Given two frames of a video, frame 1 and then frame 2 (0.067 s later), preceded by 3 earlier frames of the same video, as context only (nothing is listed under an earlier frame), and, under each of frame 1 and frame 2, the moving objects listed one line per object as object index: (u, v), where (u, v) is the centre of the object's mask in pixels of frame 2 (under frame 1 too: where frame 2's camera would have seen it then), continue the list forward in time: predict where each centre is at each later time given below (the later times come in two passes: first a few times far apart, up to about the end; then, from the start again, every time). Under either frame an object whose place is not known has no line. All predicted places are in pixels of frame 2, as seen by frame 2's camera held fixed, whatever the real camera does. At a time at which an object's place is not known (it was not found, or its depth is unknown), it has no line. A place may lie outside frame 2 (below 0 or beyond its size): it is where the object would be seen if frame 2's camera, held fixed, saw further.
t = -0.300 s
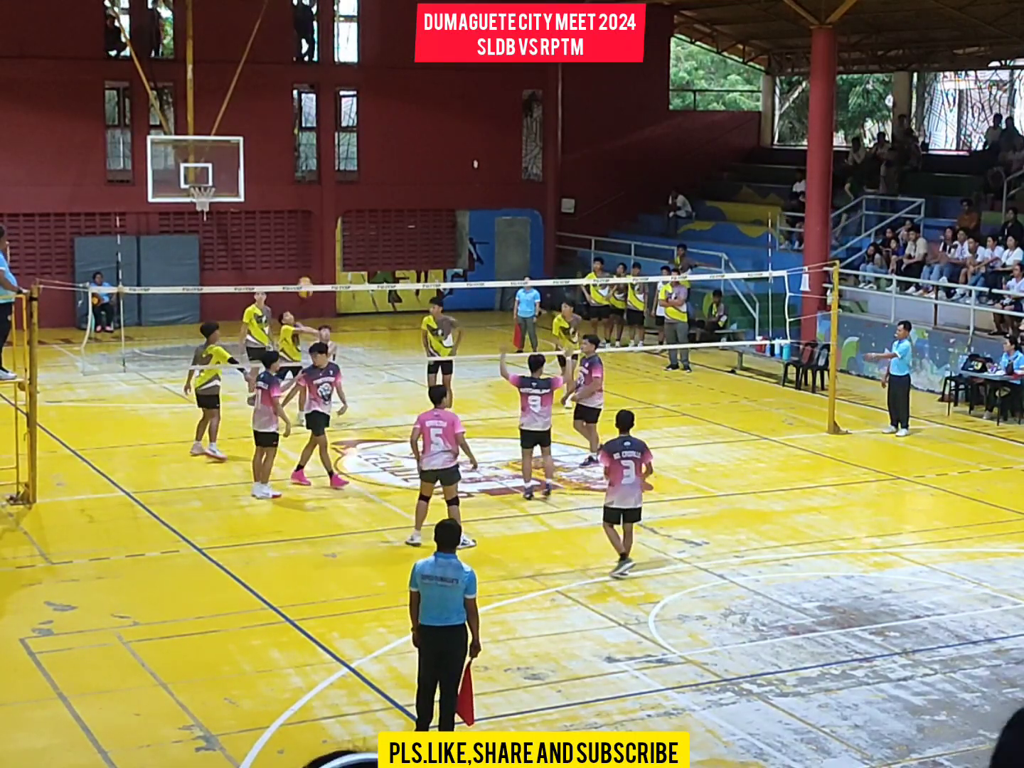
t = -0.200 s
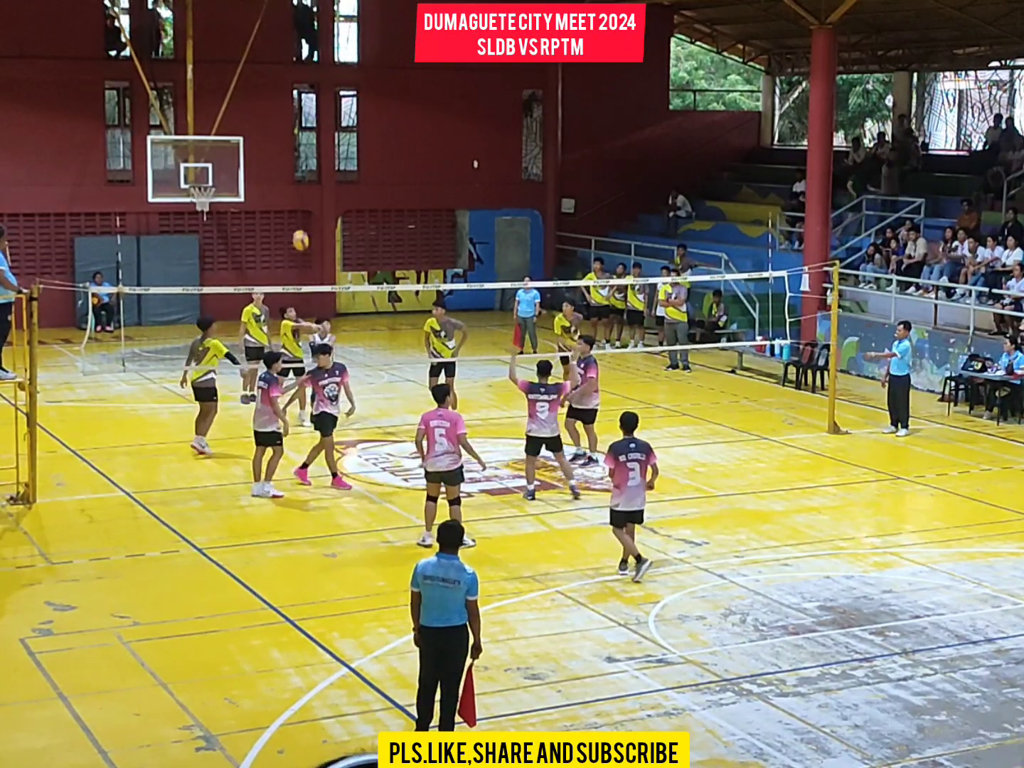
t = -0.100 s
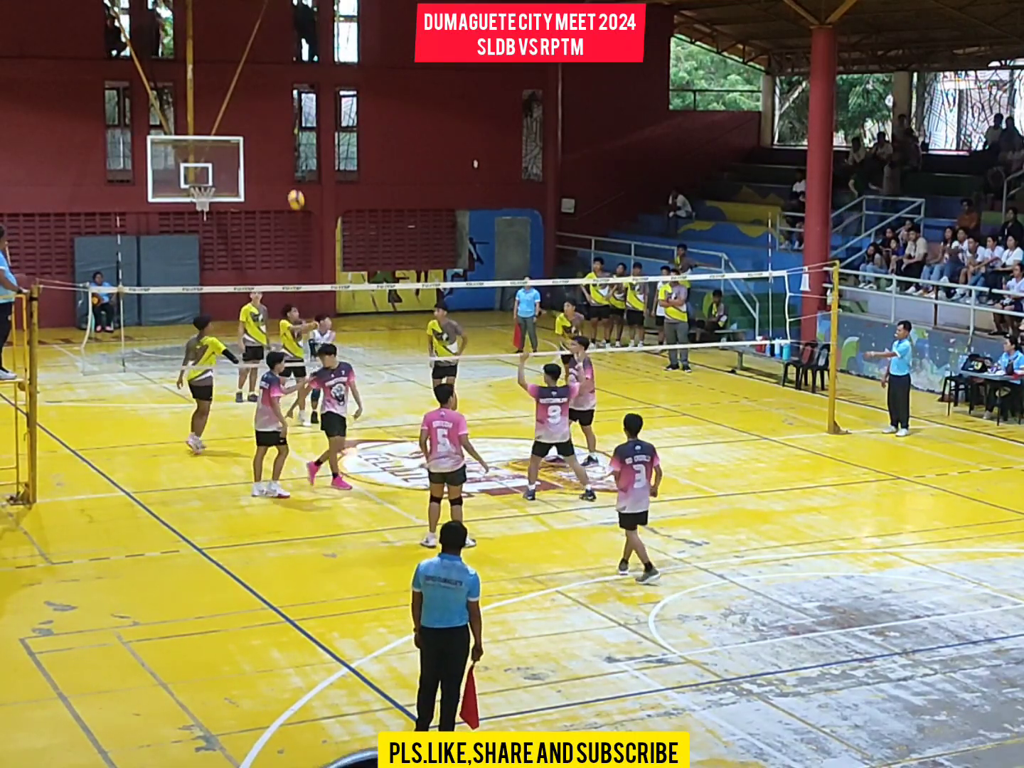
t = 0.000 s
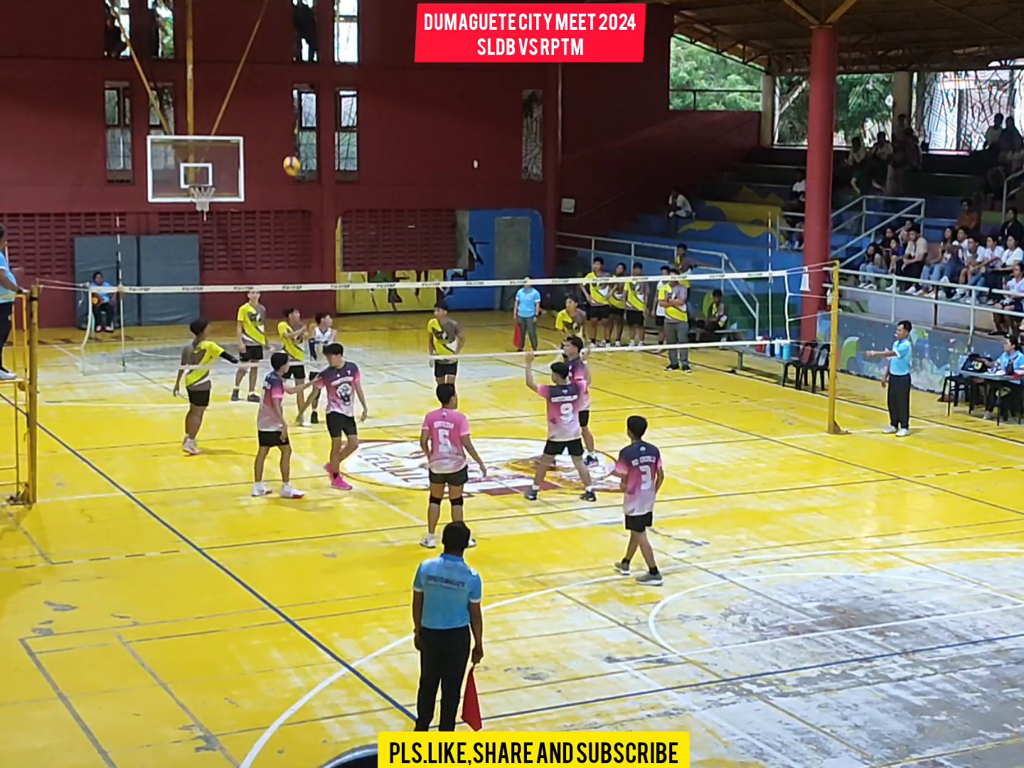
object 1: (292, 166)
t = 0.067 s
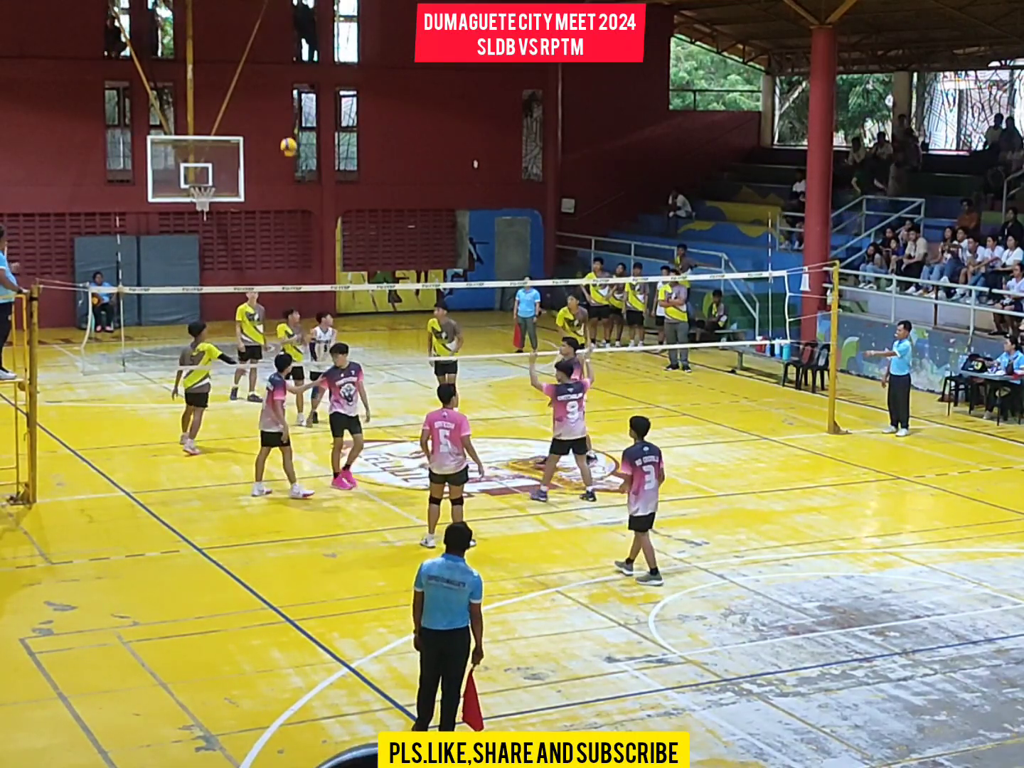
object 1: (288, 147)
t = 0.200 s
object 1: (282, 119)
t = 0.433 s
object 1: (272, 102)
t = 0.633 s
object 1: (264, 120)
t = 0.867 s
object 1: (256, 180)
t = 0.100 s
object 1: (287, 138)
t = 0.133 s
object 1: (285, 131)
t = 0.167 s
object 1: (284, 125)
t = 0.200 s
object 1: (282, 119)
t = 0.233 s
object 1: (281, 114)
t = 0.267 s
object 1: (279, 110)
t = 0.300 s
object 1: (278, 107)
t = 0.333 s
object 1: (277, 105)
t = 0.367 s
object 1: (275, 103)
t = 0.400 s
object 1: (274, 102)
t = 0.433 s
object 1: (272, 102)
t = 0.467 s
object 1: (271, 103)
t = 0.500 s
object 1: (270, 105)
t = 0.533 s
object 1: (268, 107)
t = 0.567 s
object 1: (267, 111)
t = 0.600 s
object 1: (266, 115)
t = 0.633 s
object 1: (264, 120)
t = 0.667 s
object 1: (263, 126)
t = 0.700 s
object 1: (262, 133)
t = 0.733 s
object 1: (261, 141)
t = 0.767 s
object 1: (259, 149)
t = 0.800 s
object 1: (258, 159)
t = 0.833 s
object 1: (257, 169)
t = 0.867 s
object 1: (256, 180)
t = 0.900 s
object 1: (255, 192)
